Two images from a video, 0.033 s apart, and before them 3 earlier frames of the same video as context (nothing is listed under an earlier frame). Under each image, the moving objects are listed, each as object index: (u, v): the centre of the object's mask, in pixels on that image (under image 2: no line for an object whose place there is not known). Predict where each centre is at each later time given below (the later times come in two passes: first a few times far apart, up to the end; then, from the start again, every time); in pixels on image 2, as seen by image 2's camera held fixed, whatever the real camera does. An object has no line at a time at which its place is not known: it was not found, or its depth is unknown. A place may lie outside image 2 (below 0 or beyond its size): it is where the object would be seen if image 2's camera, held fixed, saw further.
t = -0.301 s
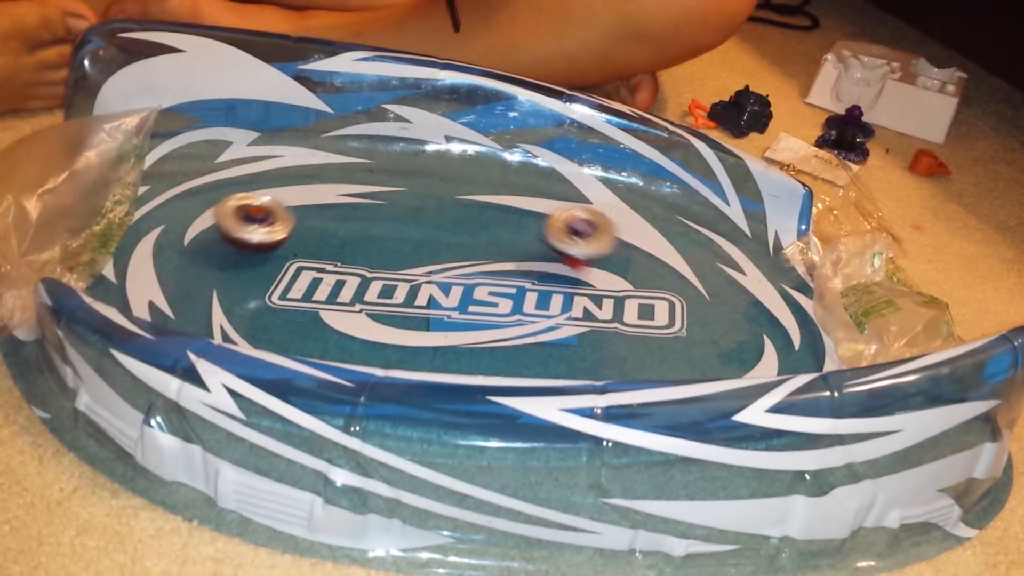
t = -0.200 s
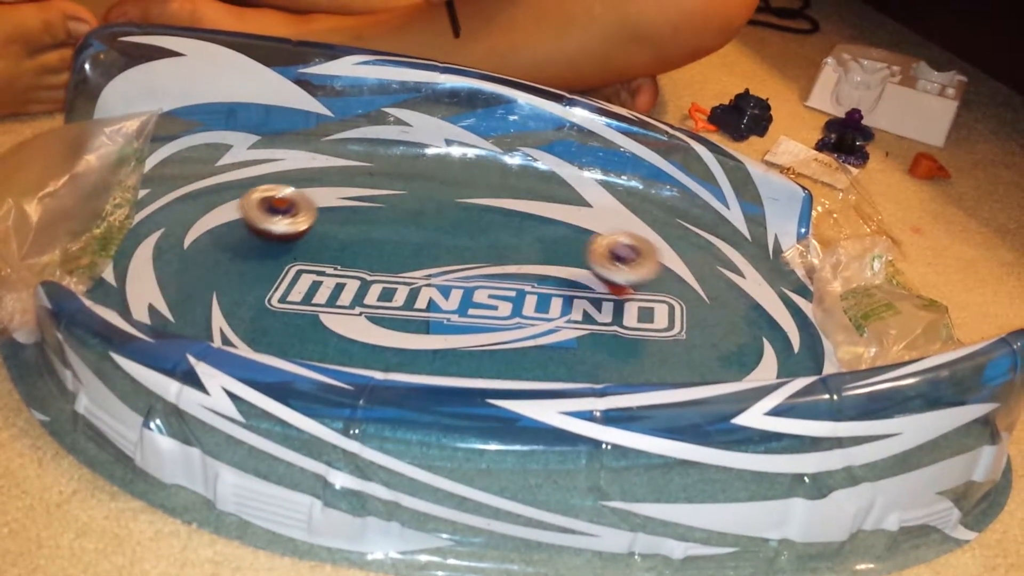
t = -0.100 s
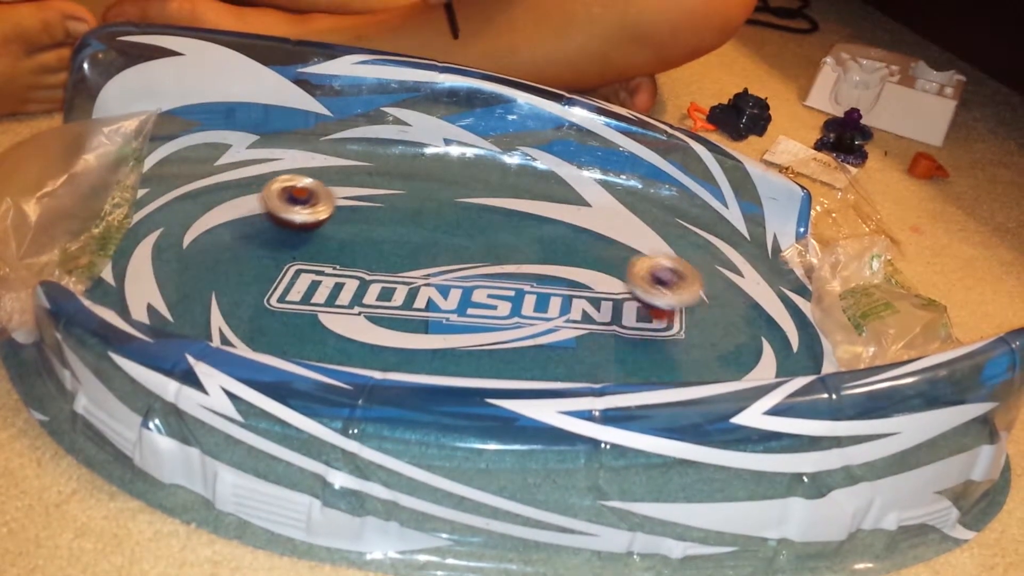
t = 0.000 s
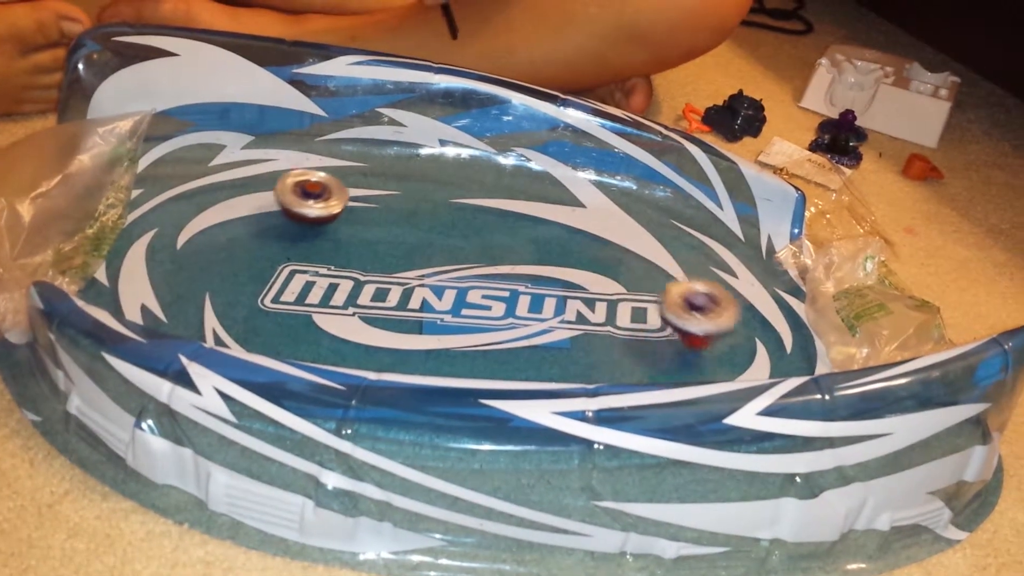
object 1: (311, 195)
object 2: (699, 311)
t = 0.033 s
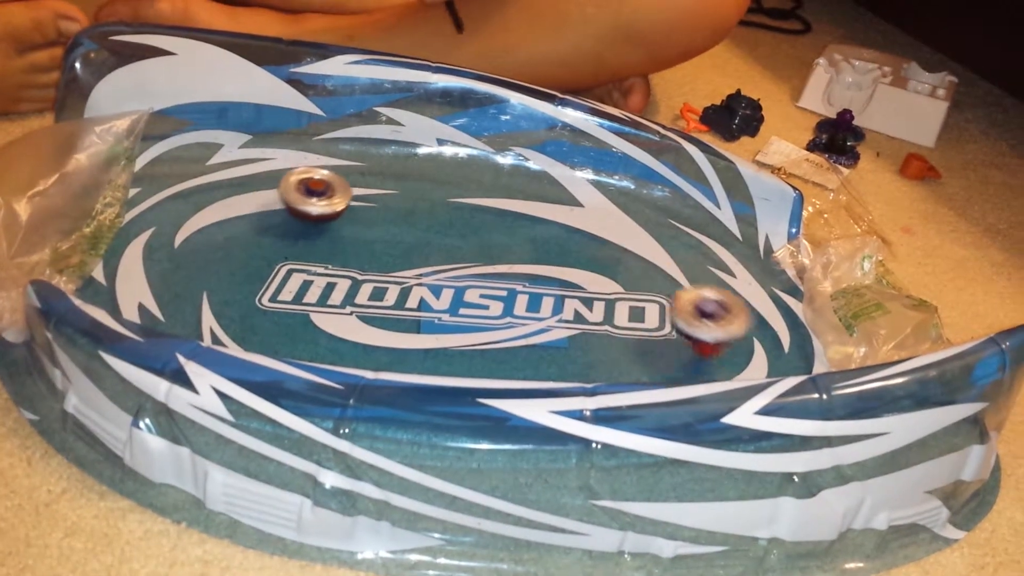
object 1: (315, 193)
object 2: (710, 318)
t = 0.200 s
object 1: (344, 192)
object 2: (768, 351)
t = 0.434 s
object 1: (384, 201)
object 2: (821, 356)
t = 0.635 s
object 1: (424, 217)
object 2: (792, 348)
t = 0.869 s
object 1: (476, 240)
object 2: (704, 342)
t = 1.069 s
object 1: (525, 262)
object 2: (612, 320)
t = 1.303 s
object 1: (511, 186)
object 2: (608, 371)
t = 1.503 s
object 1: (466, 186)
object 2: (637, 366)
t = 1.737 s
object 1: (422, 218)
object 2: (607, 338)
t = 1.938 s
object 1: (399, 241)
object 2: (565, 293)
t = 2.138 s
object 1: (374, 264)
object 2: (538, 256)
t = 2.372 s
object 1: (337, 286)
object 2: (534, 219)
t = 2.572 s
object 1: (312, 297)
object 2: (535, 192)
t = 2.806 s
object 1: (292, 297)
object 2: (525, 172)
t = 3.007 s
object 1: (288, 293)
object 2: (506, 176)
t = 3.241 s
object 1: (273, 287)
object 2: (505, 203)
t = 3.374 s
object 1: (266, 279)
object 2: (510, 223)
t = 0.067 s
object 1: (320, 192)
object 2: (722, 326)
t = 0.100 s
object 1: (326, 192)
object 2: (735, 334)
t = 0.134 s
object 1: (332, 191)
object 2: (747, 340)
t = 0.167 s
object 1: (338, 191)
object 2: (759, 347)
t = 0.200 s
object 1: (344, 192)
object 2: (768, 351)
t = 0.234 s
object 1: (349, 192)
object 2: (777, 355)
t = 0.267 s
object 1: (356, 193)
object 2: (785, 358)
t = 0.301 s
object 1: (361, 194)
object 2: (792, 361)
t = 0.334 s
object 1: (367, 196)
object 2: (801, 362)
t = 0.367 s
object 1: (373, 197)
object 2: (807, 361)
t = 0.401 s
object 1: (378, 199)
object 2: (817, 359)
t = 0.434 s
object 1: (384, 201)
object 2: (821, 356)
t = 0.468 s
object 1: (390, 204)
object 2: (824, 353)
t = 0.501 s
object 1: (397, 206)
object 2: (822, 351)
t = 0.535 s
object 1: (404, 209)
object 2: (817, 349)
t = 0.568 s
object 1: (410, 212)
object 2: (809, 348)
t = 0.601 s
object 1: (417, 215)
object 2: (801, 348)
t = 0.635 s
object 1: (424, 217)
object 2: (792, 348)
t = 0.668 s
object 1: (432, 221)
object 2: (782, 347)
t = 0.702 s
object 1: (439, 223)
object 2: (772, 347)
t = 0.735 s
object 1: (446, 227)
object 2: (761, 347)
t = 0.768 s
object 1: (453, 230)
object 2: (747, 346)
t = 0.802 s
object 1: (461, 233)
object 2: (734, 345)
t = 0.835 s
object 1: (468, 237)
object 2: (719, 344)
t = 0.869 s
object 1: (476, 240)
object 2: (704, 342)
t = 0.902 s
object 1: (483, 243)
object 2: (690, 339)
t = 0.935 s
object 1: (491, 247)
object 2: (673, 337)
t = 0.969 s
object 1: (498, 250)
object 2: (657, 333)
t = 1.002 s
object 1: (507, 255)
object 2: (642, 328)
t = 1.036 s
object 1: (515, 258)
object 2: (628, 324)
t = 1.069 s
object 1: (525, 262)
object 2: (612, 320)
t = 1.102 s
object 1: (534, 267)
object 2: (597, 314)
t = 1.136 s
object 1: (539, 266)
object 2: (587, 314)
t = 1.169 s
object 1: (534, 248)
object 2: (593, 336)
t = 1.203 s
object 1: (528, 232)
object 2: (601, 353)
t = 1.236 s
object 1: (521, 213)
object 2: (604, 361)
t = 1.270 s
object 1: (516, 197)
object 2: (606, 367)
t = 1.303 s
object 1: (511, 186)
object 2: (608, 371)
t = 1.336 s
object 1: (506, 175)
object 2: (612, 372)
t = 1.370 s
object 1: (502, 168)
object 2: (617, 372)
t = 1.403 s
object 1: (494, 168)
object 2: (624, 372)
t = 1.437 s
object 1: (485, 178)
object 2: (629, 370)
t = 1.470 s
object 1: (475, 181)
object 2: (634, 369)
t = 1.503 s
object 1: (466, 186)
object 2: (637, 366)
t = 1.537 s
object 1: (457, 190)
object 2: (639, 363)
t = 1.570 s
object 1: (449, 195)
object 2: (638, 360)
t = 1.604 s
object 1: (443, 200)
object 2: (633, 357)
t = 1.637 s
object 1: (437, 205)
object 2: (628, 353)
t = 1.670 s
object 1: (431, 209)
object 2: (621, 349)
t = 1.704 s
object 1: (427, 213)
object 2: (615, 344)
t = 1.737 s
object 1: (422, 218)
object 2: (607, 338)
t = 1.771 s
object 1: (417, 222)
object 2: (599, 331)
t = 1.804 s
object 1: (413, 226)
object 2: (593, 324)
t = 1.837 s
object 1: (410, 230)
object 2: (586, 316)
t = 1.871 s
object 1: (406, 234)
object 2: (579, 310)
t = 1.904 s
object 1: (402, 238)
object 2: (572, 301)
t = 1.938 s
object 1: (399, 241)
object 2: (565, 293)
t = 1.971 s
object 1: (395, 245)
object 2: (558, 286)
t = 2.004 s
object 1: (392, 249)
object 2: (553, 281)
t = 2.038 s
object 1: (388, 252)
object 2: (547, 274)
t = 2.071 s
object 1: (384, 256)
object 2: (543, 268)
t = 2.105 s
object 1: (379, 260)
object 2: (540, 262)
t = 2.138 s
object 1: (374, 264)
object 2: (538, 256)
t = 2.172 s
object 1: (369, 268)
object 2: (536, 251)
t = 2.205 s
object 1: (364, 271)
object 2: (535, 246)
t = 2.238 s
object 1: (358, 274)
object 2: (535, 241)
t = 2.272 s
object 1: (354, 277)
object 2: (535, 235)
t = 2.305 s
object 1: (348, 281)
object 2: (534, 229)
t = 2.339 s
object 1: (343, 283)
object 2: (534, 224)
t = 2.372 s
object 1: (337, 286)
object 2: (534, 219)
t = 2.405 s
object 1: (332, 288)
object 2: (535, 213)
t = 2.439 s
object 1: (328, 291)
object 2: (535, 209)
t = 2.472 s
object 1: (323, 292)
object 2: (535, 204)
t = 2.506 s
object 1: (319, 294)
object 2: (535, 199)
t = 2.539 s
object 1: (316, 295)
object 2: (535, 195)
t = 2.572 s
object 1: (312, 297)
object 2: (535, 192)
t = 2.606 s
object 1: (308, 298)
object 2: (535, 188)
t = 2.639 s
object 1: (305, 298)
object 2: (534, 185)
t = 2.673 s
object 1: (302, 299)
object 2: (534, 180)
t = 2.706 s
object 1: (298, 299)
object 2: (532, 178)
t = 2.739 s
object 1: (296, 298)
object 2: (530, 175)
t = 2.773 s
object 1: (294, 298)
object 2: (527, 173)
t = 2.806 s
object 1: (292, 297)
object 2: (525, 172)
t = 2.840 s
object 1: (291, 297)
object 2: (522, 171)
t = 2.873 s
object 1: (291, 296)
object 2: (519, 171)
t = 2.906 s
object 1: (290, 296)
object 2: (515, 171)
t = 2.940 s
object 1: (290, 295)
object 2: (512, 172)
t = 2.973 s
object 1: (289, 294)
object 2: (509, 174)
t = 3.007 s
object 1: (288, 293)
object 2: (506, 176)
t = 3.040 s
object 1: (287, 292)
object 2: (504, 179)
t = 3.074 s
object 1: (286, 291)
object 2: (503, 182)
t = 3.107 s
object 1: (283, 291)
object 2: (503, 187)
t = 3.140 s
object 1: (281, 290)
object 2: (503, 190)
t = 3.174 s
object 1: (279, 289)
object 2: (503, 194)
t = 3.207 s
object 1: (277, 288)
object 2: (504, 198)
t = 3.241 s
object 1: (273, 287)
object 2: (505, 203)
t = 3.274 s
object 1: (271, 285)
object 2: (506, 207)
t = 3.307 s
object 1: (270, 283)
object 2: (507, 212)
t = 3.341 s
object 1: (268, 281)
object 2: (508, 218)
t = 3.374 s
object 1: (266, 279)
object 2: (510, 223)
